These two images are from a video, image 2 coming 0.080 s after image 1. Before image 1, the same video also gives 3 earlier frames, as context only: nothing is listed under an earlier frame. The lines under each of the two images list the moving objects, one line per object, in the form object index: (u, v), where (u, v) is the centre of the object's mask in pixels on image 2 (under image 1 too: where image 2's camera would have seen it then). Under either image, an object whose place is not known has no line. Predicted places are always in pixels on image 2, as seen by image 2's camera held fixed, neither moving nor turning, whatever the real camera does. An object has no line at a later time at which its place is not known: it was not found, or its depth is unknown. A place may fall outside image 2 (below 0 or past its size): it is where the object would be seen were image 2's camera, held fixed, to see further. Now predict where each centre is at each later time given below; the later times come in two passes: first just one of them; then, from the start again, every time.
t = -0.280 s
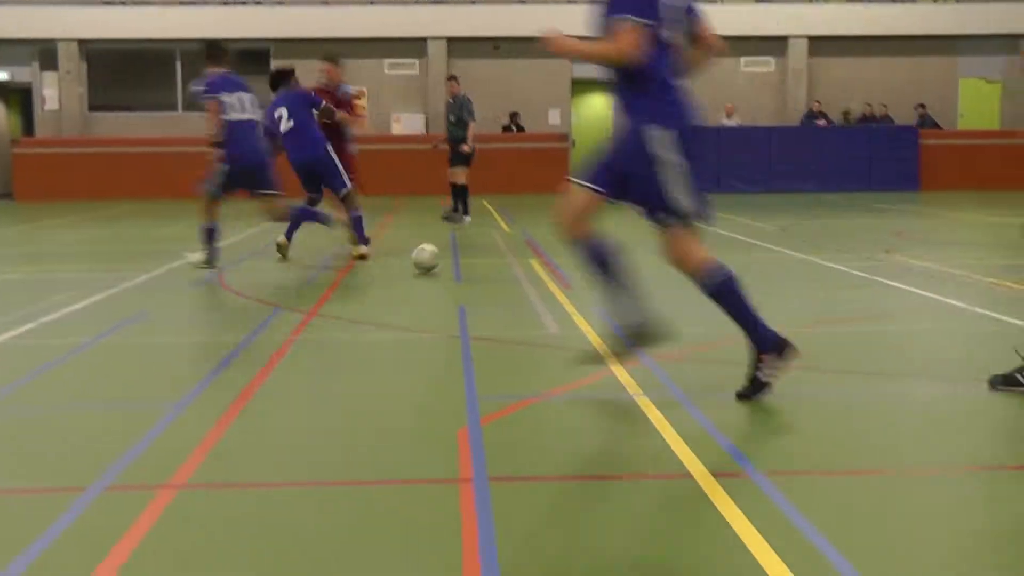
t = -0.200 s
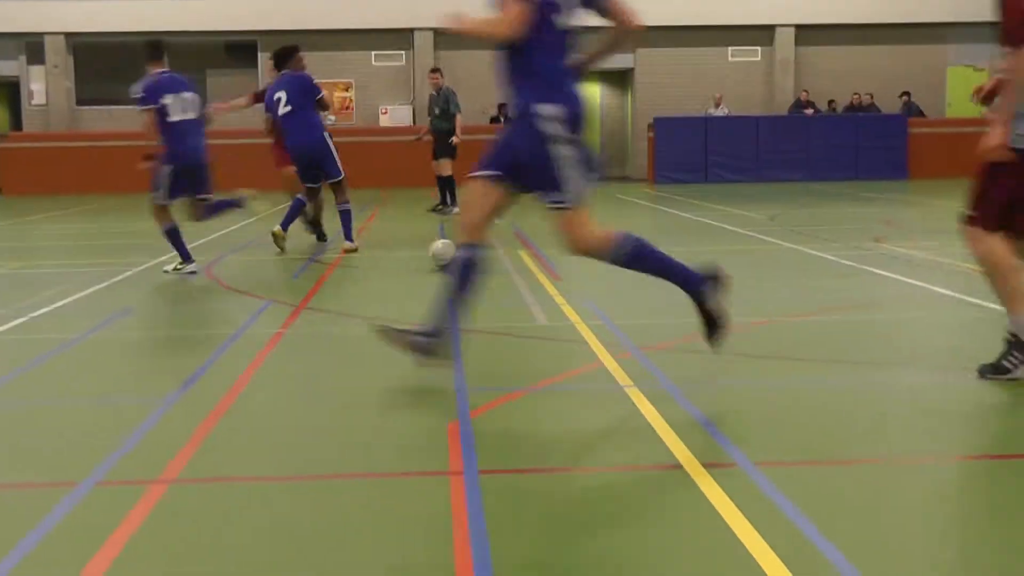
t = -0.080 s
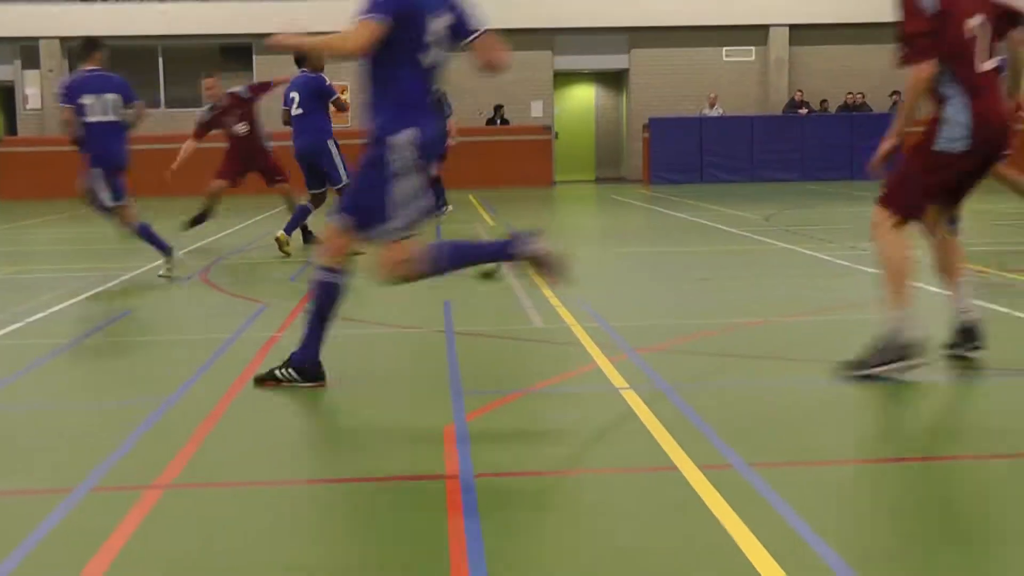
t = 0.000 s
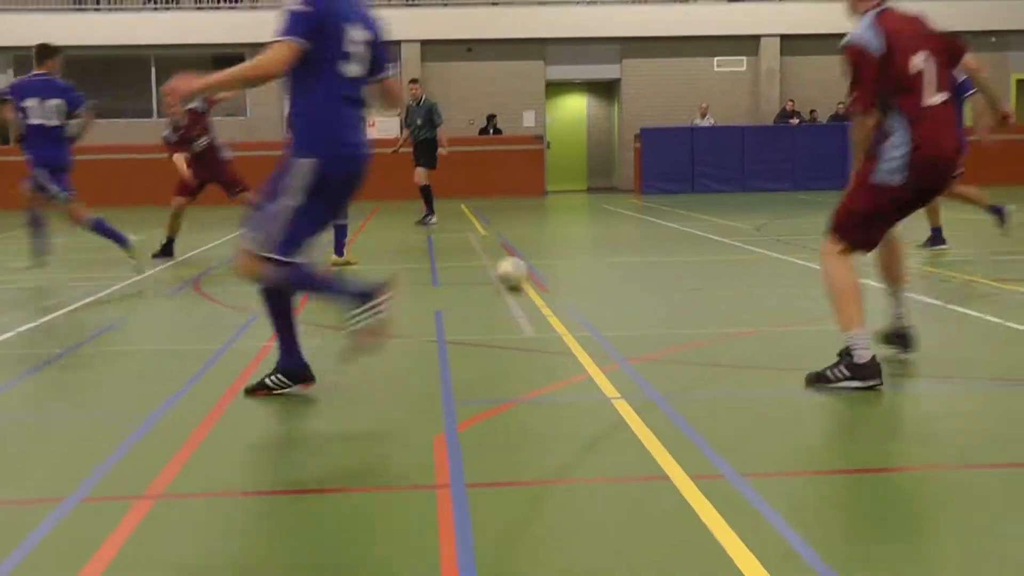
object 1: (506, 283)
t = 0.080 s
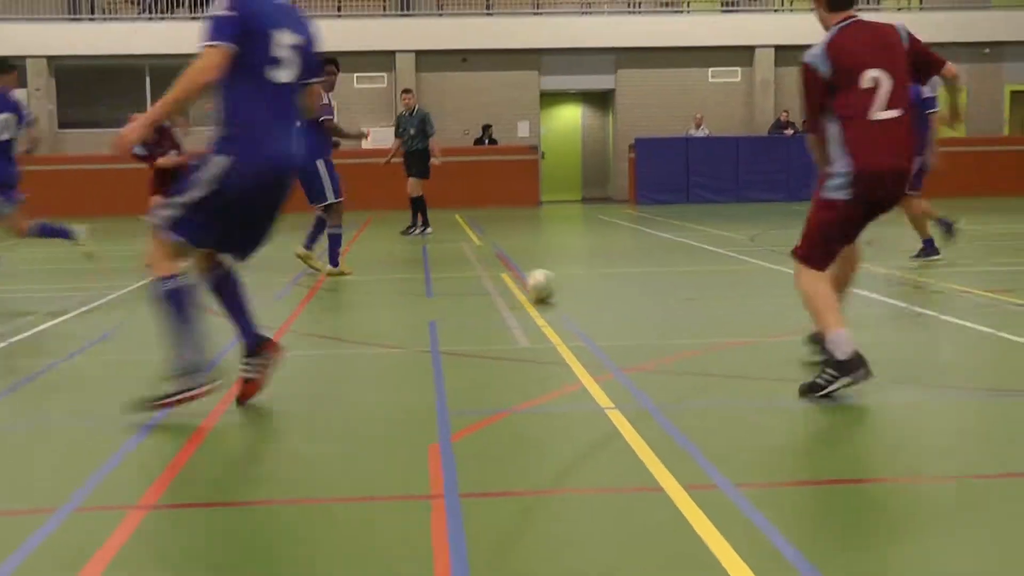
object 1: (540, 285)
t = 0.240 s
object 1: (615, 291)
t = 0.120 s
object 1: (559, 287)
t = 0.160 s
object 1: (576, 289)
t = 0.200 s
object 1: (596, 290)
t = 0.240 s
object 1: (615, 291)
